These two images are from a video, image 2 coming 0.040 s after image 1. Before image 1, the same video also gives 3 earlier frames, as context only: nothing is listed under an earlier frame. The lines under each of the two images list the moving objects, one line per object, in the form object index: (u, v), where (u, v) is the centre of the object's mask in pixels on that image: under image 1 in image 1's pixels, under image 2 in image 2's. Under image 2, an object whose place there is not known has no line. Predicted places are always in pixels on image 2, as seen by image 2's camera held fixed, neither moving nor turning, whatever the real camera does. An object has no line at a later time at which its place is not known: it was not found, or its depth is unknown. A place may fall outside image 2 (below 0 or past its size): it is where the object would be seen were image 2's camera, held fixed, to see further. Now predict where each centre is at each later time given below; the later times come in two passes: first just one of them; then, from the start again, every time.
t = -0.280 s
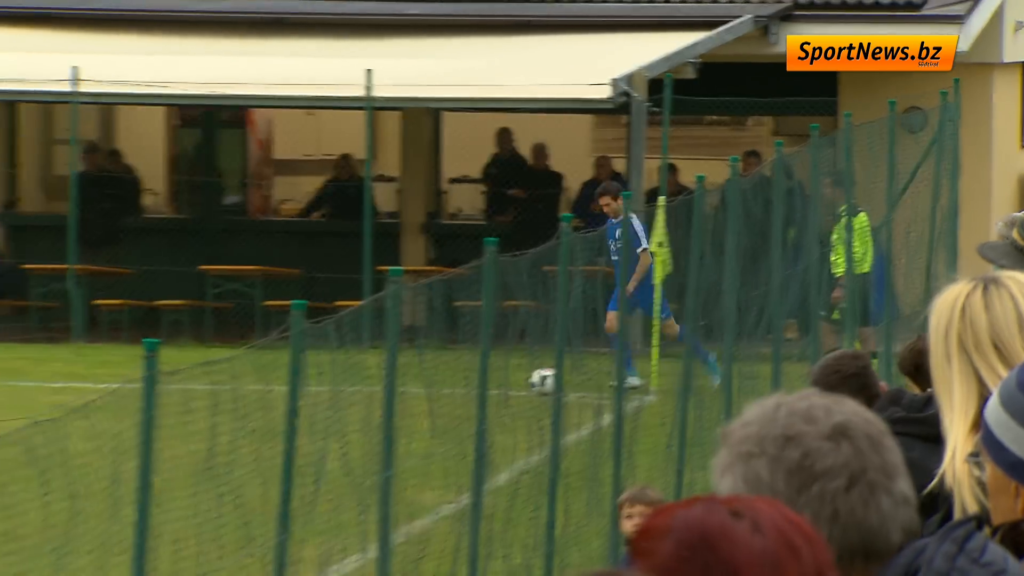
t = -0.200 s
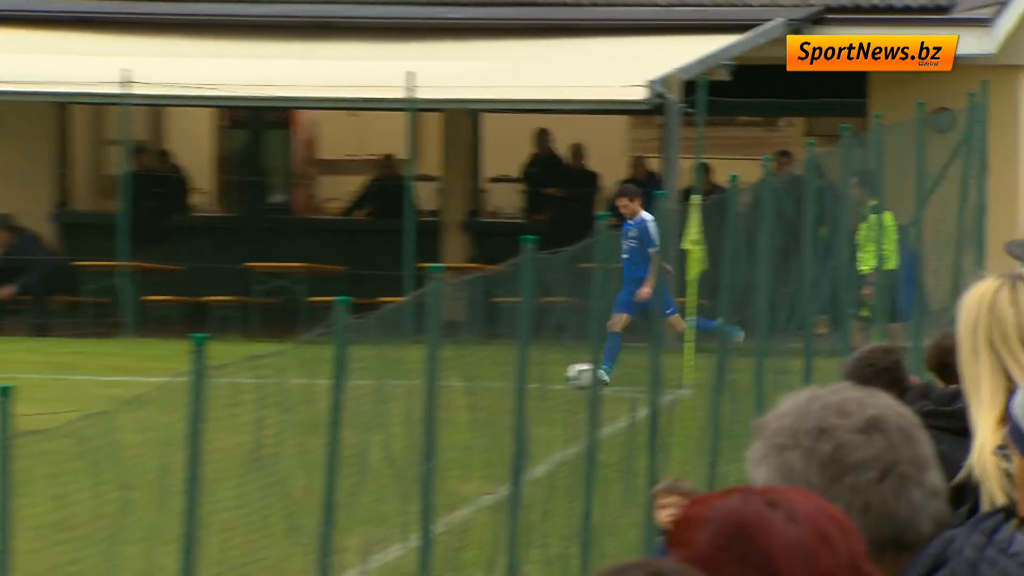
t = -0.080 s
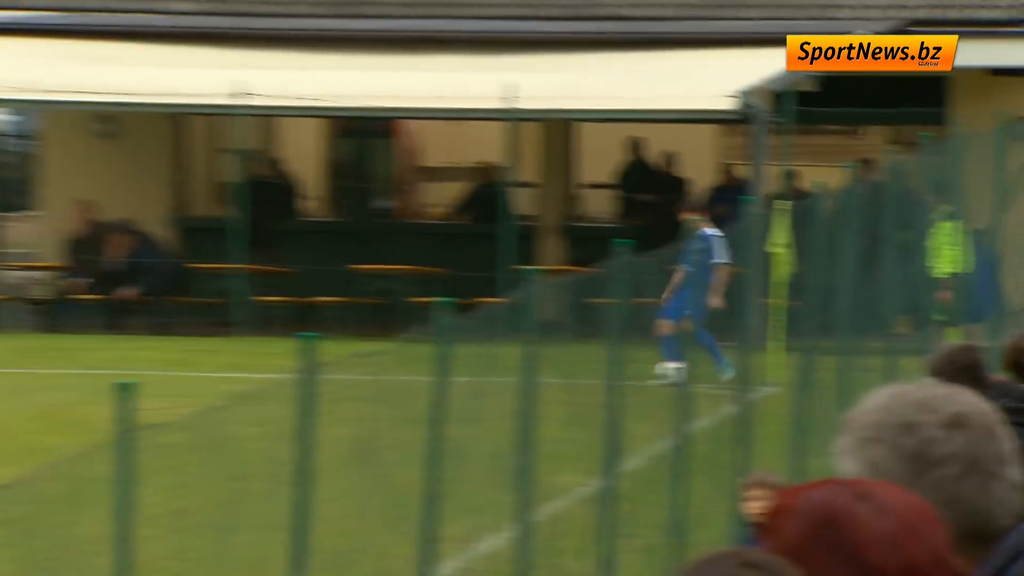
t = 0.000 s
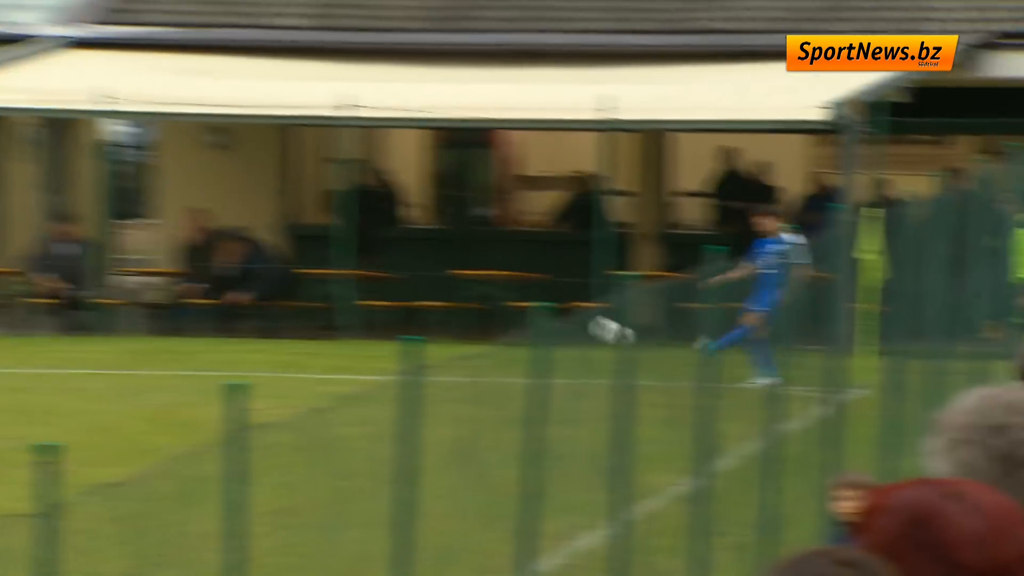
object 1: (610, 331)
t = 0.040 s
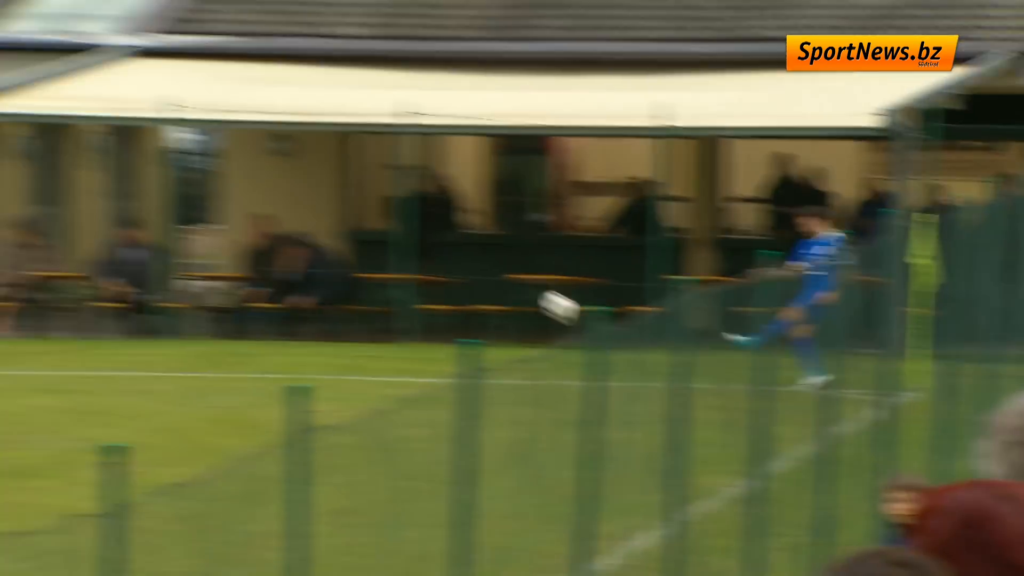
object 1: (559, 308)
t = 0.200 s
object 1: (149, 208)
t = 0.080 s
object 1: (456, 280)
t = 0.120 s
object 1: (353, 255)
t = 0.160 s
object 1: (250, 231)
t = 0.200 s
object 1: (149, 208)
